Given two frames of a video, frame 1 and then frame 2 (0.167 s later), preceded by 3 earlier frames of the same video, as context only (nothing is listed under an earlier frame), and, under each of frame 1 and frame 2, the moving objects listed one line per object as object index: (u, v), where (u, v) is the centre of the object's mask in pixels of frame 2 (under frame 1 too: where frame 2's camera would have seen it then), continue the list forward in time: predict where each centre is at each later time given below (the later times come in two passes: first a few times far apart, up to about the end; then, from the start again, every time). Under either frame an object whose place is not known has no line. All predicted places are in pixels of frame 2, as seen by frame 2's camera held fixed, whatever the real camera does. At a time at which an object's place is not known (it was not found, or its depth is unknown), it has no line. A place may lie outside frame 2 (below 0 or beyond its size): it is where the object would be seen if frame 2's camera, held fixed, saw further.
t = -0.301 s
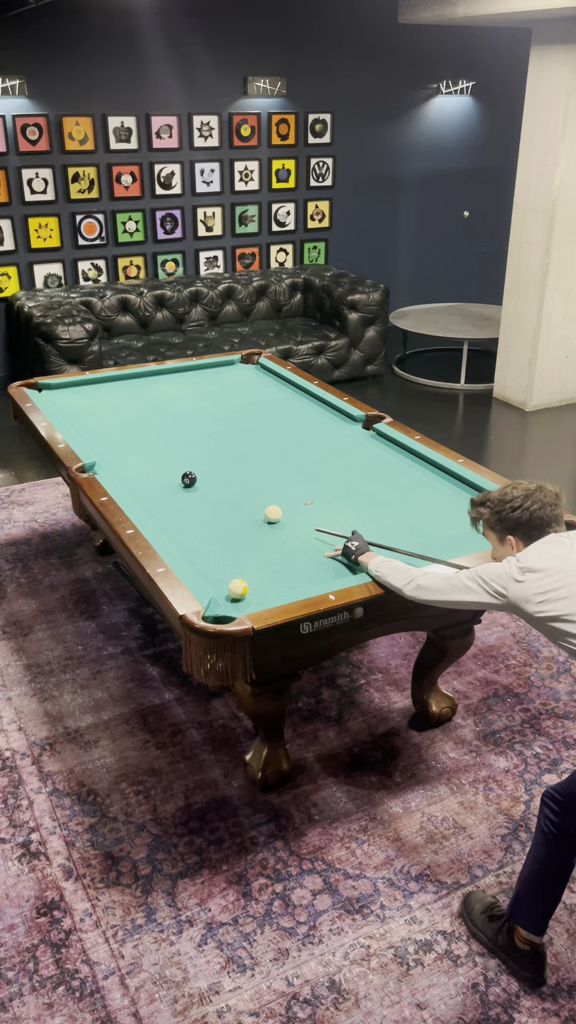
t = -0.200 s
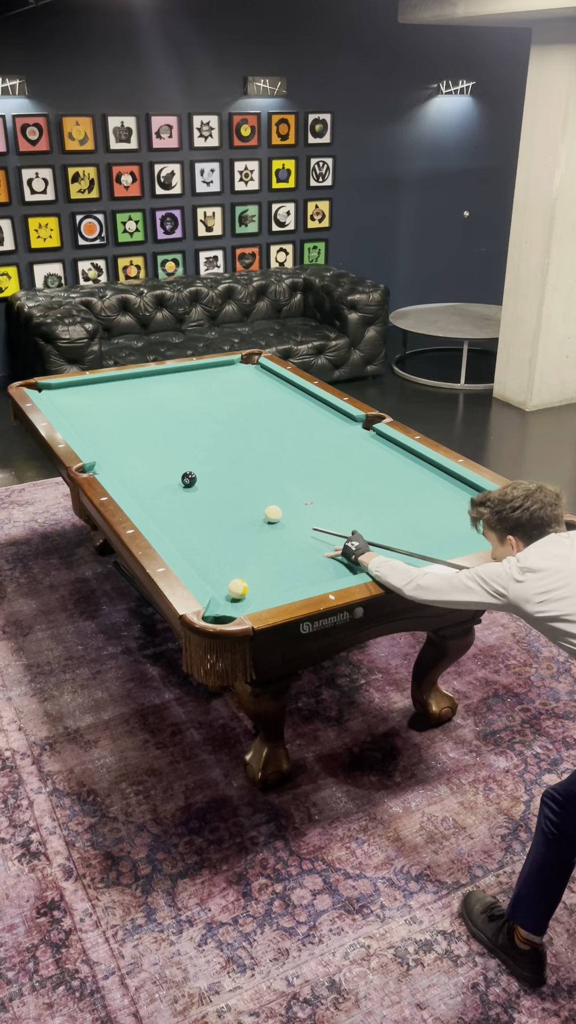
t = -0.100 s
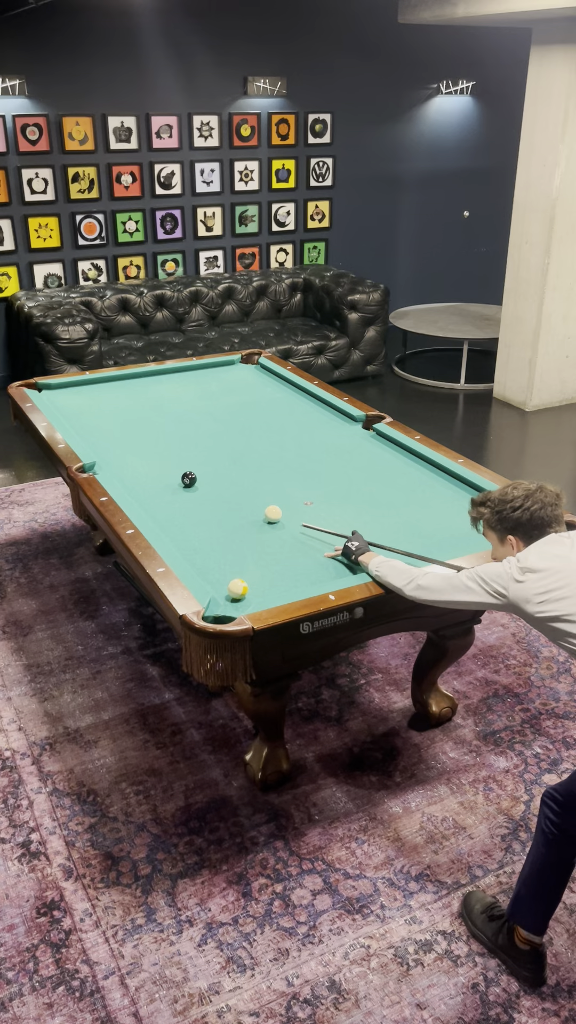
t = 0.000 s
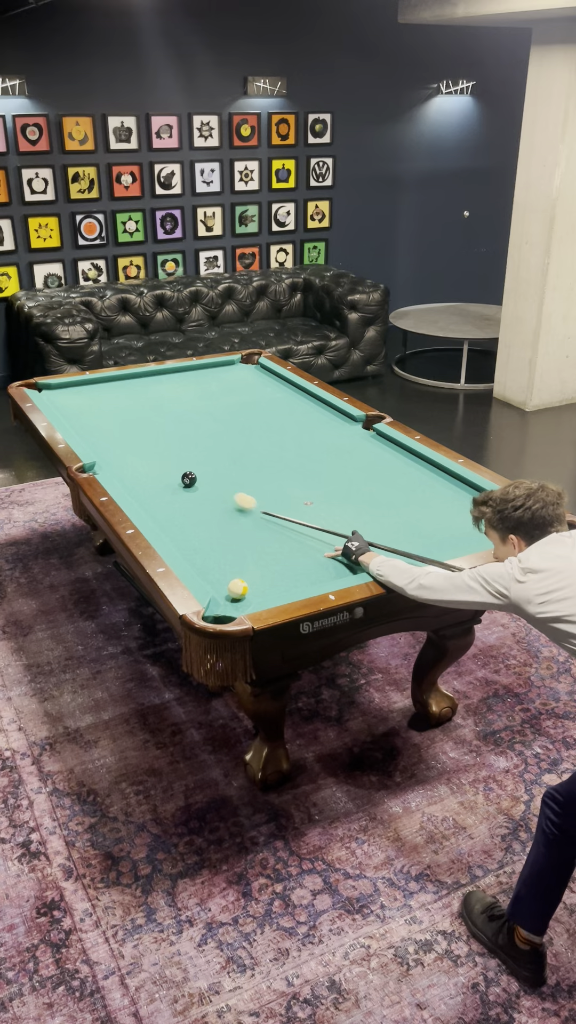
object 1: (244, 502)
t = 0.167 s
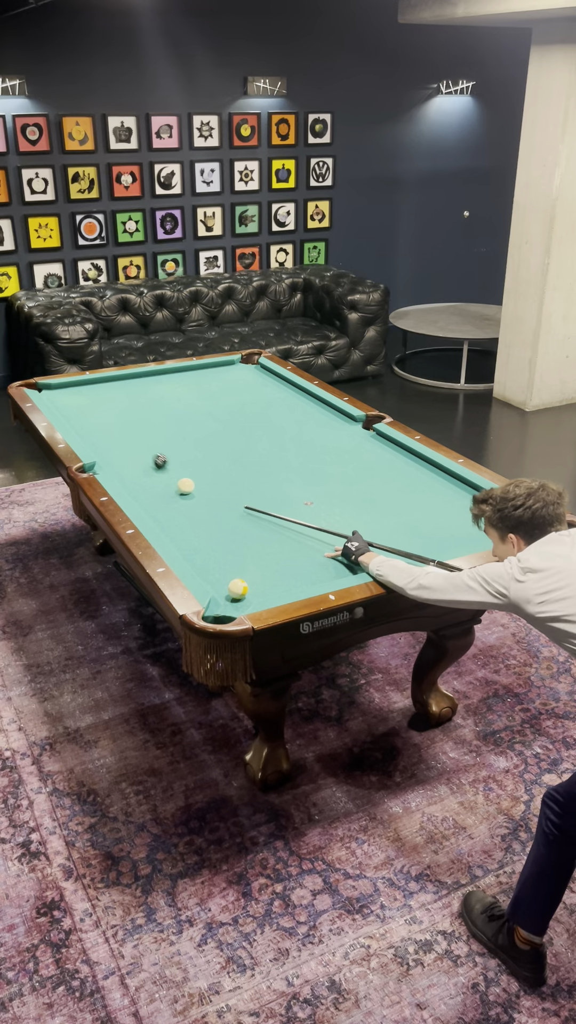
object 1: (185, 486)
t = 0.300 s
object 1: (168, 488)
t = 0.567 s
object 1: (136, 492)
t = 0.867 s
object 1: (149, 492)
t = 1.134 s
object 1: (163, 490)
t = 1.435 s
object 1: (176, 489)
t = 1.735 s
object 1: (187, 488)
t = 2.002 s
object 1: (194, 487)
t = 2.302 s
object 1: (200, 486)
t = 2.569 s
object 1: (203, 485)
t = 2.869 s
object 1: (205, 485)
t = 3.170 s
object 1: (204, 485)
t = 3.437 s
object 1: (204, 485)
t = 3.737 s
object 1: (204, 485)
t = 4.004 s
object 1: (204, 485)
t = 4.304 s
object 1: (204, 485)
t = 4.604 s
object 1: (204, 485)
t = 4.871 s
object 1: (204, 485)
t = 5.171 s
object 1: (204, 485)
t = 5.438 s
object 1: (204, 485)
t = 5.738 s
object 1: (204, 485)
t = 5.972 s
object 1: (204, 485)
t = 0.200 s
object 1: (181, 487)
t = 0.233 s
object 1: (177, 487)
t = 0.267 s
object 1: (173, 488)
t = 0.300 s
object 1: (168, 488)
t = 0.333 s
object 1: (164, 489)
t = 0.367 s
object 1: (160, 490)
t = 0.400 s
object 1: (156, 490)
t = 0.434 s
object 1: (151, 491)
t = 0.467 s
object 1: (148, 491)
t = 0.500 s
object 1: (143, 492)
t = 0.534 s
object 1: (139, 492)
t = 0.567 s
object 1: (136, 492)
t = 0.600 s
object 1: (133, 492)
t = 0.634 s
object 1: (135, 492)
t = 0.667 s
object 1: (137, 492)
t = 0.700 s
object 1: (139, 492)
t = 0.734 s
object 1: (141, 492)
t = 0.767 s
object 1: (143, 492)
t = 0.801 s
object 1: (145, 492)
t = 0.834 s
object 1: (147, 492)
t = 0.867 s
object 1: (149, 492)
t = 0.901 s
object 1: (151, 491)
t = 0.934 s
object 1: (153, 491)
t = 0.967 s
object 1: (154, 491)
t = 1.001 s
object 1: (156, 491)
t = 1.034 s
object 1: (158, 491)
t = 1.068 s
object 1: (160, 491)
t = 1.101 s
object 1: (161, 491)
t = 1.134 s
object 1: (163, 490)
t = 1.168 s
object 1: (165, 490)
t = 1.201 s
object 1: (166, 490)
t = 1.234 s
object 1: (168, 490)
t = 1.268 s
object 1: (169, 490)
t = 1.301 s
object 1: (171, 490)
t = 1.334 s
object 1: (172, 489)
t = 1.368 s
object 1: (174, 489)
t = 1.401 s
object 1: (175, 489)
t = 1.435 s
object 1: (176, 489)
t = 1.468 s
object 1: (178, 489)
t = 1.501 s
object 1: (179, 489)
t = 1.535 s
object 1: (180, 488)
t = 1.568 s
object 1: (181, 488)
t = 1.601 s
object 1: (183, 488)
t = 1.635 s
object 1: (184, 488)
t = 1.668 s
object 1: (185, 488)
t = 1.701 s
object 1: (186, 488)
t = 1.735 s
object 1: (187, 488)
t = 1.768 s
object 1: (188, 487)
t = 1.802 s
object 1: (189, 487)
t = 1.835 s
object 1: (190, 487)
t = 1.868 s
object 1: (191, 487)
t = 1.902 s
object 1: (192, 487)
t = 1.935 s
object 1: (193, 487)
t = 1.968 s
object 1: (194, 487)
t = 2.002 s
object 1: (194, 487)
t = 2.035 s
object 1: (195, 487)
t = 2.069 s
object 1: (196, 487)
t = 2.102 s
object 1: (196, 487)
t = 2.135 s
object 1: (197, 486)
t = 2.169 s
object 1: (198, 486)
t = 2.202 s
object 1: (198, 486)
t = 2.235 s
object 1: (199, 486)
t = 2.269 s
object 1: (199, 486)
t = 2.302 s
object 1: (200, 486)
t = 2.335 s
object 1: (201, 486)
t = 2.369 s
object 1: (201, 486)
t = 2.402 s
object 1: (201, 486)
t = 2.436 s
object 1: (202, 486)
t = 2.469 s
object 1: (202, 486)
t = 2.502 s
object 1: (202, 486)
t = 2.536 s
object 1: (202, 486)
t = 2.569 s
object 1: (203, 485)
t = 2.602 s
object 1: (203, 485)
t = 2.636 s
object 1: (203, 485)
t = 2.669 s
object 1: (203, 485)
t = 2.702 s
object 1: (204, 485)
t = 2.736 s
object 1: (204, 485)
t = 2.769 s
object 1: (204, 485)
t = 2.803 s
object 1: (204, 485)
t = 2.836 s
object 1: (204, 485)
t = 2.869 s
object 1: (205, 485)
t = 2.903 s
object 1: (205, 485)
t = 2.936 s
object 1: (205, 485)
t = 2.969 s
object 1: (205, 485)
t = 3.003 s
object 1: (204, 485)
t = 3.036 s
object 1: (204, 485)
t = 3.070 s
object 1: (204, 485)
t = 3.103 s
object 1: (204, 485)
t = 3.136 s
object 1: (204, 485)
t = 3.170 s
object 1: (204, 485)
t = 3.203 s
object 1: (204, 485)
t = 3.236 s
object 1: (204, 485)
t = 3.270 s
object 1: (204, 485)
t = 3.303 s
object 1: (204, 485)
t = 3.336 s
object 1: (204, 485)
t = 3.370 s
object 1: (204, 485)
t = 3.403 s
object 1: (204, 485)
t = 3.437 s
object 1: (204, 485)
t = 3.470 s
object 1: (204, 485)
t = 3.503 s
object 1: (204, 485)
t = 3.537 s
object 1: (204, 485)
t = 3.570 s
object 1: (204, 485)
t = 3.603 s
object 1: (204, 485)
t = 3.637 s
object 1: (204, 485)
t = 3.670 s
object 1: (204, 485)
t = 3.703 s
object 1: (204, 485)
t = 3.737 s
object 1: (204, 485)
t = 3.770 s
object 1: (204, 485)
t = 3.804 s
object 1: (204, 485)
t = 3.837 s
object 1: (204, 485)
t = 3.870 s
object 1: (204, 485)
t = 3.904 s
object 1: (204, 485)
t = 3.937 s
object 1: (204, 485)
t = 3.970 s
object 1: (204, 485)
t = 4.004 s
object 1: (204, 485)
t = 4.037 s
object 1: (204, 485)
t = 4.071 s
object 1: (204, 485)
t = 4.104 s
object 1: (204, 485)
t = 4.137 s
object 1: (204, 485)
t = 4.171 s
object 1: (204, 485)
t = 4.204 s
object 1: (204, 485)
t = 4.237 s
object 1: (204, 485)
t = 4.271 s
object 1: (204, 485)
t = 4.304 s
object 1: (204, 485)
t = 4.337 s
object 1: (204, 485)
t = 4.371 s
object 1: (204, 485)
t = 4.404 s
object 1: (204, 485)
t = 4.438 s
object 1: (204, 485)
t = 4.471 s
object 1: (204, 485)
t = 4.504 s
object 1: (204, 485)
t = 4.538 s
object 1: (204, 485)
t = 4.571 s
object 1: (204, 485)
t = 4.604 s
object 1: (204, 485)
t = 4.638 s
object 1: (204, 485)
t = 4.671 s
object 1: (204, 485)
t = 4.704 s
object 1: (204, 485)
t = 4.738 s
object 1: (204, 485)
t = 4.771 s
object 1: (204, 485)
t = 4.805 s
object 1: (204, 485)
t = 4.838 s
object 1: (204, 485)
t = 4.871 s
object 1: (204, 485)
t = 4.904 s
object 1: (204, 485)
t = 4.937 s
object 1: (204, 485)
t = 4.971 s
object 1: (204, 485)
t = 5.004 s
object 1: (204, 485)
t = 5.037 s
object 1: (204, 485)
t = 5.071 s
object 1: (204, 485)
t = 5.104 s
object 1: (204, 485)
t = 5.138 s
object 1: (204, 485)
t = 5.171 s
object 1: (204, 485)
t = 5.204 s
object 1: (204, 485)
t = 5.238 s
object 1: (204, 485)
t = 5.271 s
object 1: (204, 485)
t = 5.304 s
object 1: (204, 485)
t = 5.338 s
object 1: (204, 485)
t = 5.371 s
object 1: (204, 485)
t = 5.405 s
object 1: (204, 485)
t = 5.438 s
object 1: (204, 485)
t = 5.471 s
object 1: (204, 485)
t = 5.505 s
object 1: (204, 485)
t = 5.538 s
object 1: (204, 485)
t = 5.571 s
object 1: (204, 485)
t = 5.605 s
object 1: (204, 485)
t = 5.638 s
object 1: (204, 485)
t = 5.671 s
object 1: (204, 485)
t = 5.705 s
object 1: (204, 485)
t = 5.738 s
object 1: (204, 485)
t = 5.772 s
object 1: (204, 485)
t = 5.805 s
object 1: (204, 485)
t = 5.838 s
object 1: (204, 485)
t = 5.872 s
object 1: (204, 485)
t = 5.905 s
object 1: (204, 485)
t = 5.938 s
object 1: (204, 485)
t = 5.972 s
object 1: (204, 485)
